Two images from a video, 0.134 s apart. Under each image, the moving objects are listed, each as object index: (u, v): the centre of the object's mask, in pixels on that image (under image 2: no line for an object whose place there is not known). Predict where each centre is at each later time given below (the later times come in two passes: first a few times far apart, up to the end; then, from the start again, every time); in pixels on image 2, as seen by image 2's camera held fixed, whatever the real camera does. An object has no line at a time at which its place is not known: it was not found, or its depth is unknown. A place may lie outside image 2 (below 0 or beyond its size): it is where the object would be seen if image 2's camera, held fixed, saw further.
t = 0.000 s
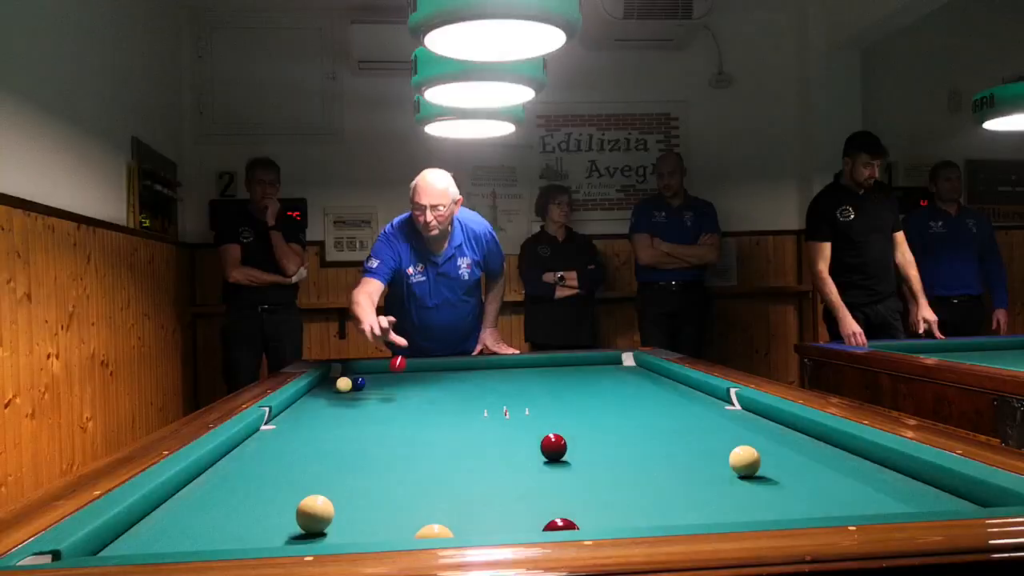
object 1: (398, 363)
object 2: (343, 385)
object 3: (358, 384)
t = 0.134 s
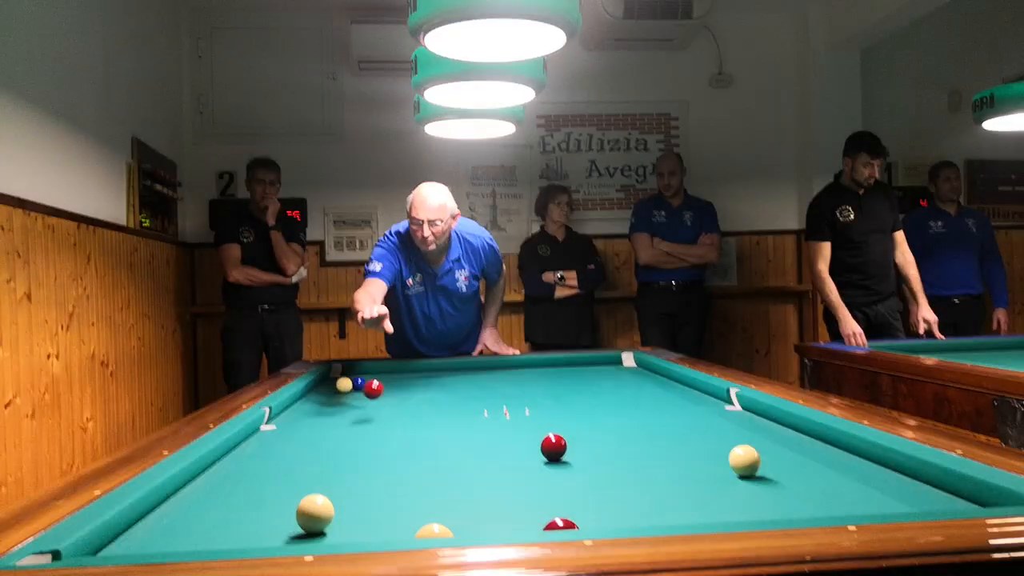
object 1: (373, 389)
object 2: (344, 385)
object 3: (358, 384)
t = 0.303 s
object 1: (329, 438)
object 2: (343, 385)
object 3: (358, 384)
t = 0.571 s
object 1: (201, 527)
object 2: (343, 385)
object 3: (358, 384)
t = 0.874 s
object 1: (221, 479)
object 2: (343, 385)
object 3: (358, 384)
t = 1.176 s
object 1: (257, 432)
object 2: (343, 385)
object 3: (358, 384)
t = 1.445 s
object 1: (298, 406)
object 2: (343, 385)
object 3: (358, 384)
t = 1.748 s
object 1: (328, 387)
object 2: (344, 385)
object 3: (358, 384)
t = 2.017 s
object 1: (342, 377)
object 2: (354, 384)
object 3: (398, 378)
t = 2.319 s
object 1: (374, 369)
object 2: (363, 383)
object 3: (439, 373)
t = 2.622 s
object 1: (400, 370)
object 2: (371, 383)
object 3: (475, 369)
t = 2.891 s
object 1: (423, 373)
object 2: (377, 382)
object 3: (505, 365)
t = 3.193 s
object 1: (450, 377)
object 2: (383, 382)
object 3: (532, 364)
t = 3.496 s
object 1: (481, 381)
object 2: (387, 382)
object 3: (558, 364)
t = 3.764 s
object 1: (511, 385)
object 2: (390, 382)
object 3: (581, 365)
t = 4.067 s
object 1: (547, 390)
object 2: (393, 382)
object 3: (607, 365)
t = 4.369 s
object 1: (587, 395)
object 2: (394, 382)
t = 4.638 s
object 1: (625, 400)
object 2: (395, 382)
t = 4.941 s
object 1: (673, 407)
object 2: (395, 382)
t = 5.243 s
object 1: (727, 414)
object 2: (395, 381)
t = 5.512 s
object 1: (779, 421)
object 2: (395, 381)
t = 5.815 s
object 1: (785, 431)
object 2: (394, 381)
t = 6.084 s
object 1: (786, 441)
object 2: (395, 382)
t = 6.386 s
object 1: (787, 452)
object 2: (395, 382)
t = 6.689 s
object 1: (788, 465)
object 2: (395, 382)
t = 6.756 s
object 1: (788, 468)
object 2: (395, 382)
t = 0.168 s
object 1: (366, 388)
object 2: (343, 384)
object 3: (356, 383)
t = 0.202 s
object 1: (358, 392)
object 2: (343, 383)
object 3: (358, 380)
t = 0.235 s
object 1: (350, 401)
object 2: (343, 384)
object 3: (358, 383)
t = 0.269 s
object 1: (341, 416)
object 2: (343, 385)
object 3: (358, 384)
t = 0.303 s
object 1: (329, 438)
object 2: (343, 385)
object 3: (358, 384)
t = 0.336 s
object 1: (319, 437)
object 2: (343, 385)
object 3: (358, 384)
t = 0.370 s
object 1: (307, 440)
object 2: (343, 385)
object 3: (358, 384)
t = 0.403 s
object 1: (294, 449)
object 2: (343, 385)
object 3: (358, 384)
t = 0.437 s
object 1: (280, 464)
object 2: (343, 384)
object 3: (358, 383)
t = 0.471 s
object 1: (262, 488)
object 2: (343, 385)
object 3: (358, 384)
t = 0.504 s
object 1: (244, 493)
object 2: (343, 385)
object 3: (358, 384)
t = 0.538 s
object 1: (224, 505)
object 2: (343, 385)
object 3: (358, 384)
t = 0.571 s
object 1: (201, 527)
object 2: (343, 385)
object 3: (358, 384)
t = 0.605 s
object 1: (175, 541)
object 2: (343, 385)
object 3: (358, 384)
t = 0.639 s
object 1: (162, 544)
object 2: (343, 385)
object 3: (358, 384)
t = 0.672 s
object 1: (173, 536)
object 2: (343, 385)
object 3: (358, 384)
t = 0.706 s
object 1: (184, 528)
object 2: (343, 385)
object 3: (358, 384)
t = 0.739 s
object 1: (193, 515)
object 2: (343, 384)
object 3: (358, 383)
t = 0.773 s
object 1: (201, 506)
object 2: (343, 384)
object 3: (358, 383)
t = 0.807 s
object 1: (208, 496)
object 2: (343, 385)
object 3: (358, 384)
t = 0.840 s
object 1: (215, 487)
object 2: (343, 385)
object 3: (358, 384)
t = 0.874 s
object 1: (221, 479)
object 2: (343, 385)
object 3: (358, 384)
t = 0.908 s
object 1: (227, 471)
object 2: (343, 385)
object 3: (358, 384)
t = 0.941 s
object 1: (232, 465)
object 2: (343, 385)
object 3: (358, 384)
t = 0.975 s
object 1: (236, 460)
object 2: (343, 385)
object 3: (358, 384)
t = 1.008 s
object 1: (239, 454)
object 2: (343, 385)
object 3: (358, 384)
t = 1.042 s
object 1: (243, 449)
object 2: (343, 385)
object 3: (358, 384)
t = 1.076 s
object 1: (247, 444)
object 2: (343, 385)
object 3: (358, 384)
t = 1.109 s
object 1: (250, 440)
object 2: (343, 385)
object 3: (358, 384)
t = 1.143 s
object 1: (253, 436)
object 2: (343, 385)
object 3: (358, 384)
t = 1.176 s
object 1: (257, 432)
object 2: (343, 385)
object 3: (358, 384)
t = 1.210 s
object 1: (264, 428)
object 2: (343, 385)
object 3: (358, 384)
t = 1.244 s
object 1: (270, 424)
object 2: (343, 385)
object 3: (358, 384)
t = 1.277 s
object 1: (275, 421)
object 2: (343, 385)
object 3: (358, 384)
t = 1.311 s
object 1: (280, 418)
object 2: (343, 385)
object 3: (358, 384)
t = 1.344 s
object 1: (285, 415)
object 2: (343, 385)
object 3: (358, 384)
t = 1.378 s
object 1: (289, 412)
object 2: (343, 385)
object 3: (358, 384)
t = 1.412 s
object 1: (293, 409)
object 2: (343, 385)
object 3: (358, 384)
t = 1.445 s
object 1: (298, 406)
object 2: (343, 385)
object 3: (358, 384)
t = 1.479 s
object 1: (302, 404)
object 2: (343, 385)
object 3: (358, 384)
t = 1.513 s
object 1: (305, 401)
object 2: (343, 385)
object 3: (358, 384)
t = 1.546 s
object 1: (309, 399)
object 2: (343, 385)
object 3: (358, 384)
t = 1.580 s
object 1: (312, 397)
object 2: (343, 385)
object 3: (358, 384)
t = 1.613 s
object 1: (316, 395)
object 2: (343, 385)
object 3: (358, 384)
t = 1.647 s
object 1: (319, 393)
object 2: (343, 385)
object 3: (358, 384)
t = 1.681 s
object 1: (322, 390)
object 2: (343, 385)
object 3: (358, 384)
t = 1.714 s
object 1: (325, 389)
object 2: (343, 385)
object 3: (358, 384)
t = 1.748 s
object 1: (328, 387)
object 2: (344, 385)
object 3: (358, 384)
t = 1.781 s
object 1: (326, 385)
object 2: (346, 385)
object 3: (360, 384)
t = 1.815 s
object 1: (322, 384)
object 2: (347, 385)
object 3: (367, 383)
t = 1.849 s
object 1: (321, 383)
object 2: (348, 384)
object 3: (373, 382)
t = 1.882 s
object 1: (326, 382)
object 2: (349, 384)
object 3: (378, 381)
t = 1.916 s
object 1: (331, 381)
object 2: (350, 384)
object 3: (384, 380)
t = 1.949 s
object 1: (335, 380)
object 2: (352, 384)
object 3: (388, 380)
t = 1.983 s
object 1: (339, 379)
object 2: (353, 384)
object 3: (394, 379)
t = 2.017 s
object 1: (342, 377)
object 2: (354, 384)
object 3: (398, 378)
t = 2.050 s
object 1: (345, 376)
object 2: (355, 384)
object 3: (403, 378)
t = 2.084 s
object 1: (349, 374)
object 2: (356, 384)
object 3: (408, 377)
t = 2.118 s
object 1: (353, 372)
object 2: (357, 383)
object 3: (413, 377)
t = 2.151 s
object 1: (358, 371)
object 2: (358, 384)
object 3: (417, 376)
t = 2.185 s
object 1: (361, 371)
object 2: (359, 383)
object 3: (422, 375)
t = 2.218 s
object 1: (365, 370)
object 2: (360, 383)
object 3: (426, 375)
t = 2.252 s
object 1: (368, 370)
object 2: (361, 384)
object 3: (430, 374)
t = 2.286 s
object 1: (371, 370)
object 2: (362, 383)
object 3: (435, 374)
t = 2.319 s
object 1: (374, 369)
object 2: (363, 383)
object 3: (439, 373)
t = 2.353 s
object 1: (378, 368)
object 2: (364, 383)
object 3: (444, 373)
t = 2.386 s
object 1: (380, 368)
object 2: (365, 383)
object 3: (448, 372)
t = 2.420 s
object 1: (382, 368)
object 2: (366, 383)
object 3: (452, 372)
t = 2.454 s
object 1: (385, 368)
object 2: (367, 383)
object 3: (456, 371)
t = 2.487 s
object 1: (389, 368)
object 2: (368, 383)
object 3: (460, 371)
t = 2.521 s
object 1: (391, 369)
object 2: (369, 383)
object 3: (464, 370)
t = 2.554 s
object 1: (394, 369)
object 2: (370, 383)
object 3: (468, 370)
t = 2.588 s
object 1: (397, 370)
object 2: (370, 383)
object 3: (472, 369)
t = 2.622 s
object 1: (400, 370)
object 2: (371, 383)
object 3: (475, 369)
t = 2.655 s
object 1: (402, 370)
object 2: (372, 383)
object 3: (479, 368)
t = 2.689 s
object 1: (405, 371)
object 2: (373, 383)
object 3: (483, 367)
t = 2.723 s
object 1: (408, 371)
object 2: (374, 383)
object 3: (487, 367)
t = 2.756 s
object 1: (411, 372)
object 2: (374, 383)
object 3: (491, 367)
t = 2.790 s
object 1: (413, 372)
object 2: (375, 382)
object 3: (494, 366)
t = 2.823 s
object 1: (417, 372)
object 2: (376, 382)
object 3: (498, 366)
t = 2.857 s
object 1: (420, 372)
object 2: (376, 382)
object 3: (501, 365)
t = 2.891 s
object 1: (423, 373)
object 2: (377, 382)
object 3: (505, 365)
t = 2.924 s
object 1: (426, 373)
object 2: (378, 382)
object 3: (508, 364)
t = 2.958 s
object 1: (429, 374)
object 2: (378, 382)
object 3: (512, 364)
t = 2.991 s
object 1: (432, 374)
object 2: (379, 382)
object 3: (515, 364)
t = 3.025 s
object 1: (435, 374)
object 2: (380, 382)
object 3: (518, 364)
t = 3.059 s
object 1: (438, 375)
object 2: (381, 382)
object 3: (521, 364)
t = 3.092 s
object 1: (441, 375)
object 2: (381, 382)
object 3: (524, 364)
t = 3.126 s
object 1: (444, 376)
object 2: (382, 382)
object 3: (527, 364)
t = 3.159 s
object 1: (448, 376)
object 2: (382, 382)
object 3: (530, 364)
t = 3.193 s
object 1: (450, 377)
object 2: (383, 382)
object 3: (532, 364)
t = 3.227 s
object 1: (454, 377)
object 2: (383, 382)
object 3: (535, 364)
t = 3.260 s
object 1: (457, 378)
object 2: (384, 382)
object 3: (538, 364)
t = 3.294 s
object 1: (460, 378)
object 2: (384, 382)
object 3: (541, 364)
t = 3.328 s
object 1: (464, 378)
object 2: (385, 382)
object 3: (544, 364)
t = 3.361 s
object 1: (468, 379)
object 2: (385, 382)
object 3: (547, 364)
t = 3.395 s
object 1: (471, 379)
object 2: (386, 382)
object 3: (550, 364)
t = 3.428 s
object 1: (474, 380)
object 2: (386, 382)
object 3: (553, 364)
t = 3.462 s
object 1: (478, 380)
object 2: (387, 382)
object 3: (555, 364)
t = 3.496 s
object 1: (481, 381)
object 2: (387, 382)
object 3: (558, 364)
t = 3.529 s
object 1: (485, 381)
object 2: (388, 382)
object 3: (561, 364)
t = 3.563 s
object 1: (489, 382)
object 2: (388, 382)
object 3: (564, 364)
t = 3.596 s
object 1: (492, 382)
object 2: (389, 382)
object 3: (567, 364)
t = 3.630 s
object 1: (496, 383)
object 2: (389, 382)
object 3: (569, 364)
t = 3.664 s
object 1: (499, 383)
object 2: (390, 382)
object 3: (572, 365)
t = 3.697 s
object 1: (503, 384)
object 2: (390, 382)
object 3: (575, 365)
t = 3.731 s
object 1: (507, 384)
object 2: (390, 382)
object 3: (578, 364)
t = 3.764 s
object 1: (511, 385)
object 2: (390, 382)
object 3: (581, 365)
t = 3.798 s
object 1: (515, 385)
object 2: (391, 382)
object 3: (584, 365)
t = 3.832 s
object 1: (518, 386)
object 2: (391, 382)
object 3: (587, 365)
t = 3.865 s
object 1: (522, 386)
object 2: (391, 382)
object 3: (590, 365)
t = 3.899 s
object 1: (526, 387)
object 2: (392, 382)
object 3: (593, 365)
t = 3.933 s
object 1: (530, 387)
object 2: (392, 382)
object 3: (595, 365)
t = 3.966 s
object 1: (535, 388)
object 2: (392, 382)
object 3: (598, 365)
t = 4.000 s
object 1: (539, 388)
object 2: (393, 382)
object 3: (601, 365)
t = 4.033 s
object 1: (543, 389)
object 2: (393, 382)
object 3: (604, 365)
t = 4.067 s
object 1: (547, 390)
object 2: (393, 382)
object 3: (607, 365)
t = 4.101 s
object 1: (551, 390)
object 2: (393, 382)
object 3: (609, 365)
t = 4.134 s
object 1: (555, 391)
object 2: (394, 382)
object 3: (612, 365)
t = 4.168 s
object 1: (560, 391)
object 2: (394, 382)
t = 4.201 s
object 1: (564, 392)
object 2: (394, 382)
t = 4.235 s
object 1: (568, 393)
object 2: (394, 382)
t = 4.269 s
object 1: (573, 393)
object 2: (394, 382)
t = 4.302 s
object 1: (577, 394)
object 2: (394, 382)
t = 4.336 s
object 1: (582, 394)
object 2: (394, 382)
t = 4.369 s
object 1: (587, 395)
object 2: (394, 382)
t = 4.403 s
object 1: (591, 396)
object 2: (394, 382)
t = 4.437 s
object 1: (596, 396)
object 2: (394, 382)
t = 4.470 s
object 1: (600, 397)
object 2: (395, 382)
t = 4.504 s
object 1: (605, 398)
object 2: (395, 382)
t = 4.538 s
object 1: (610, 398)
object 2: (395, 382)
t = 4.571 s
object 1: (615, 399)
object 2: (395, 382)
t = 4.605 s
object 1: (620, 400)
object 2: (395, 382)
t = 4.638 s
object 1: (625, 400)
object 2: (395, 382)
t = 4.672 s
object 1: (630, 401)
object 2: (395, 382)
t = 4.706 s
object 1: (635, 402)
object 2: (395, 381)
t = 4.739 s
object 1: (641, 402)
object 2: (395, 381)
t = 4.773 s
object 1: (646, 403)
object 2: (395, 382)
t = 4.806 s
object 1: (651, 404)
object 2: (395, 382)
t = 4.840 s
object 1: (656, 404)
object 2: (394, 382)
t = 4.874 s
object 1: (662, 405)
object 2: (395, 382)
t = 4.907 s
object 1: (667, 406)
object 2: (394, 382)
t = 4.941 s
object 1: (673, 407)
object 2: (395, 382)
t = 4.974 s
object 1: (678, 408)
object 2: (394, 382)
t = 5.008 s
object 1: (684, 408)
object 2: (395, 382)
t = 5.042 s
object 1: (690, 409)
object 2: (395, 381)
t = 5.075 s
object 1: (696, 410)
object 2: (394, 381)
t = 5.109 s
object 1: (702, 411)
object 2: (394, 381)
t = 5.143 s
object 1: (708, 412)
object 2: (394, 382)
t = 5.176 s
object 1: (714, 412)
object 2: (395, 381)
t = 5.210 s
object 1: (720, 414)
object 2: (395, 381)
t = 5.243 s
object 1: (727, 414)
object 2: (395, 381)
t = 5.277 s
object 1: (733, 415)
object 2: (395, 381)
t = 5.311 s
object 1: (739, 416)
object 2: (394, 381)
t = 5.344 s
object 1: (746, 417)
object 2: (394, 381)
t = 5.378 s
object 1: (752, 418)
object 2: (394, 381)
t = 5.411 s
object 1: (759, 419)
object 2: (395, 381)
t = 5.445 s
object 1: (766, 420)
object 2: (395, 381)
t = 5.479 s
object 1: (772, 421)
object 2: (395, 381)
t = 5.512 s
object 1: (779, 421)
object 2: (395, 381)
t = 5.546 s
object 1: (785, 423)
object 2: (394, 381)
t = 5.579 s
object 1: (785, 424)
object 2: (395, 381)
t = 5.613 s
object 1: (785, 425)
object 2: (394, 381)
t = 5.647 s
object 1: (785, 426)
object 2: (394, 381)
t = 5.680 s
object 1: (785, 427)
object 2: (394, 381)
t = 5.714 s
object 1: (785, 428)
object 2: (395, 381)
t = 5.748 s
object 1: (785, 429)
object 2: (395, 381)
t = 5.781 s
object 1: (785, 430)
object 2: (394, 381)
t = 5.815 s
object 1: (785, 431)
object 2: (394, 381)
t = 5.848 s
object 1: (786, 432)
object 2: (394, 381)
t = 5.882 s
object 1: (786, 433)
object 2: (395, 381)
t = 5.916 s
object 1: (786, 434)
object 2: (394, 382)
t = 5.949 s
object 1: (786, 436)
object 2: (395, 381)
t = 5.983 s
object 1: (786, 437)
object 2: (395, 382)
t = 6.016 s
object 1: (786, 438)
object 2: (394, 382)
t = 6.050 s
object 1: (786, 439)
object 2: (395, 382)
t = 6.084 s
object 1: (786, 441)
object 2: (395, 382)
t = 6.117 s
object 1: (786, 442)
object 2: (394, 382)
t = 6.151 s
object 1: (786, 443)
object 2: (394, 382)
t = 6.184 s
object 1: (786, 444)
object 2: (395, 381)
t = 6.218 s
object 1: (787, 445)
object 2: (395, 381)
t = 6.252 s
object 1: (787, 447)
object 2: (395, 381)
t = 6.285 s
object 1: (787, 448)
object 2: (395, 382)
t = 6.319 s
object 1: (787, 450)
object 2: (395, 382)
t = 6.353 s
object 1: (787, 451)
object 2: (395, 381)
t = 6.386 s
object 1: (787, 452)
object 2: (395, 382)
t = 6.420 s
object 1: (787, 453)
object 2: (395, 382)
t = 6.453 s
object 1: (787, 455)
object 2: (395, 382)
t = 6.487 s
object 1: (787, 456)
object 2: (395, 382)
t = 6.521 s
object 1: (788, 458)
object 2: (395, 381)
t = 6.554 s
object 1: (788, 459)
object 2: (395, 382)
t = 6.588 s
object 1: (788, 460)
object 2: (395, 382)
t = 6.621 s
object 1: (788, 462)
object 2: (395, 382)
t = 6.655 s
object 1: (788, 463)
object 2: (395, 382)
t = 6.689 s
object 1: (788, 465)
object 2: (395, 382)
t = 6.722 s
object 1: (788, 466)
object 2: (395, 382)
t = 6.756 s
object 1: (788, 468)
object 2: (395, 382)
